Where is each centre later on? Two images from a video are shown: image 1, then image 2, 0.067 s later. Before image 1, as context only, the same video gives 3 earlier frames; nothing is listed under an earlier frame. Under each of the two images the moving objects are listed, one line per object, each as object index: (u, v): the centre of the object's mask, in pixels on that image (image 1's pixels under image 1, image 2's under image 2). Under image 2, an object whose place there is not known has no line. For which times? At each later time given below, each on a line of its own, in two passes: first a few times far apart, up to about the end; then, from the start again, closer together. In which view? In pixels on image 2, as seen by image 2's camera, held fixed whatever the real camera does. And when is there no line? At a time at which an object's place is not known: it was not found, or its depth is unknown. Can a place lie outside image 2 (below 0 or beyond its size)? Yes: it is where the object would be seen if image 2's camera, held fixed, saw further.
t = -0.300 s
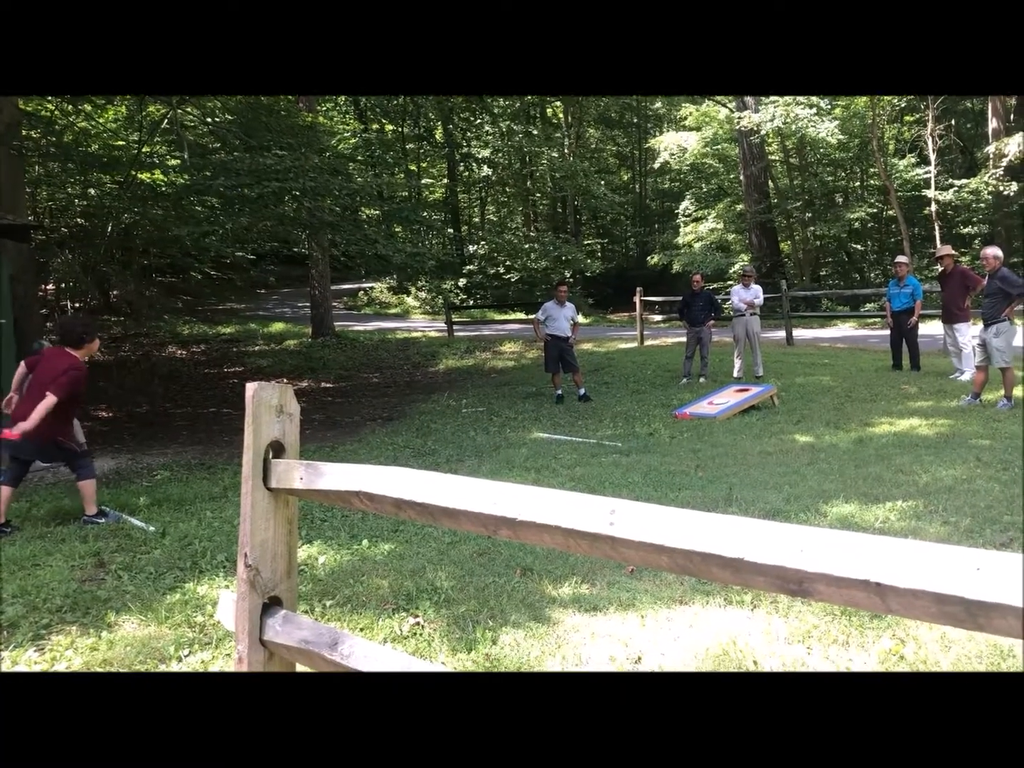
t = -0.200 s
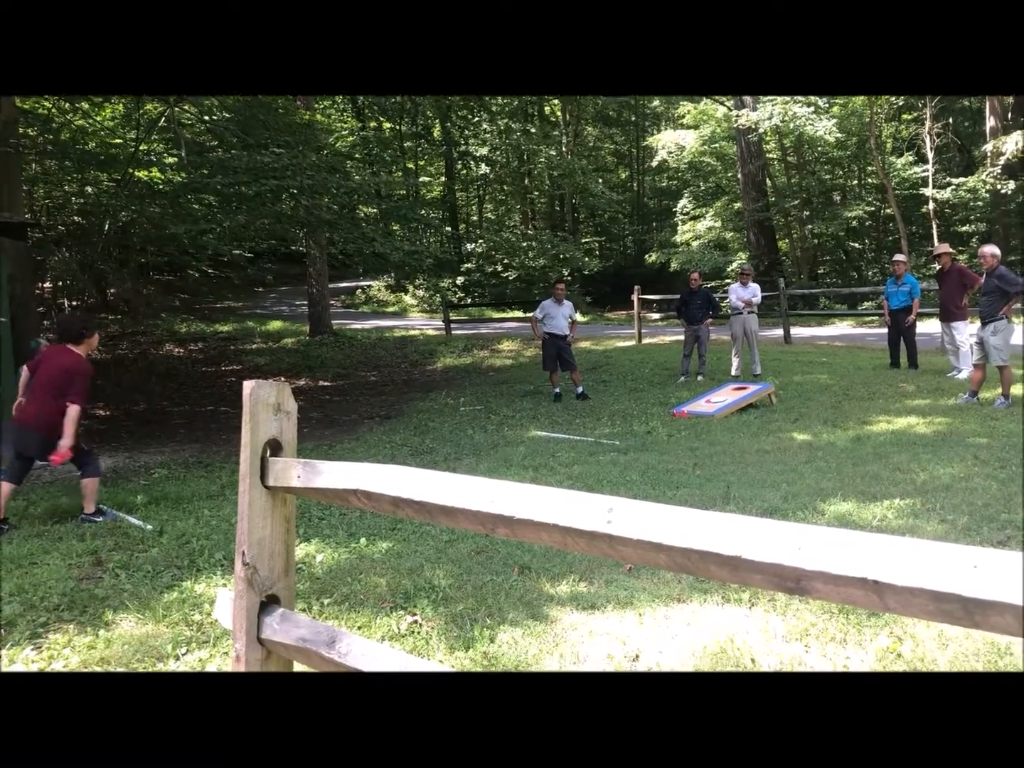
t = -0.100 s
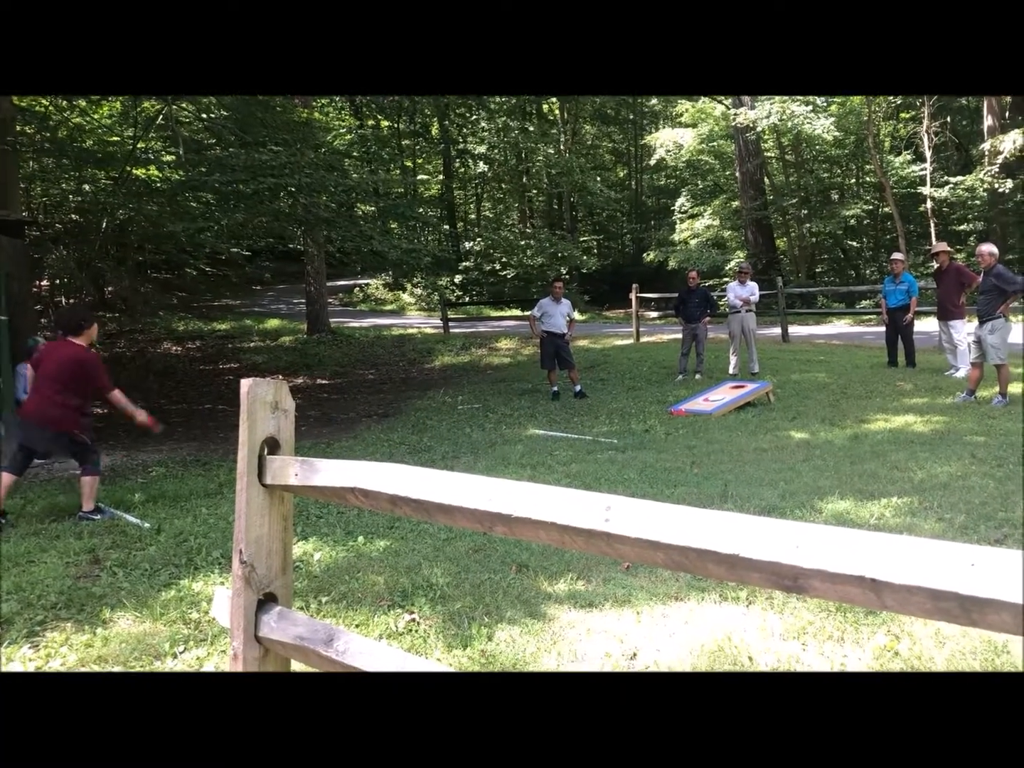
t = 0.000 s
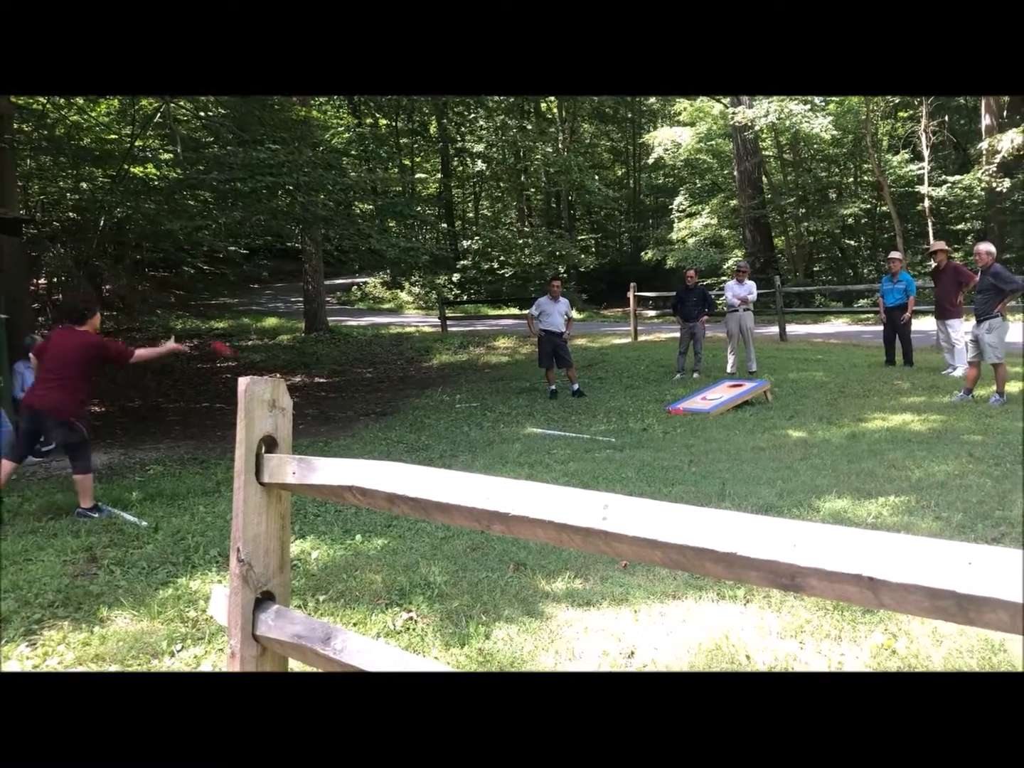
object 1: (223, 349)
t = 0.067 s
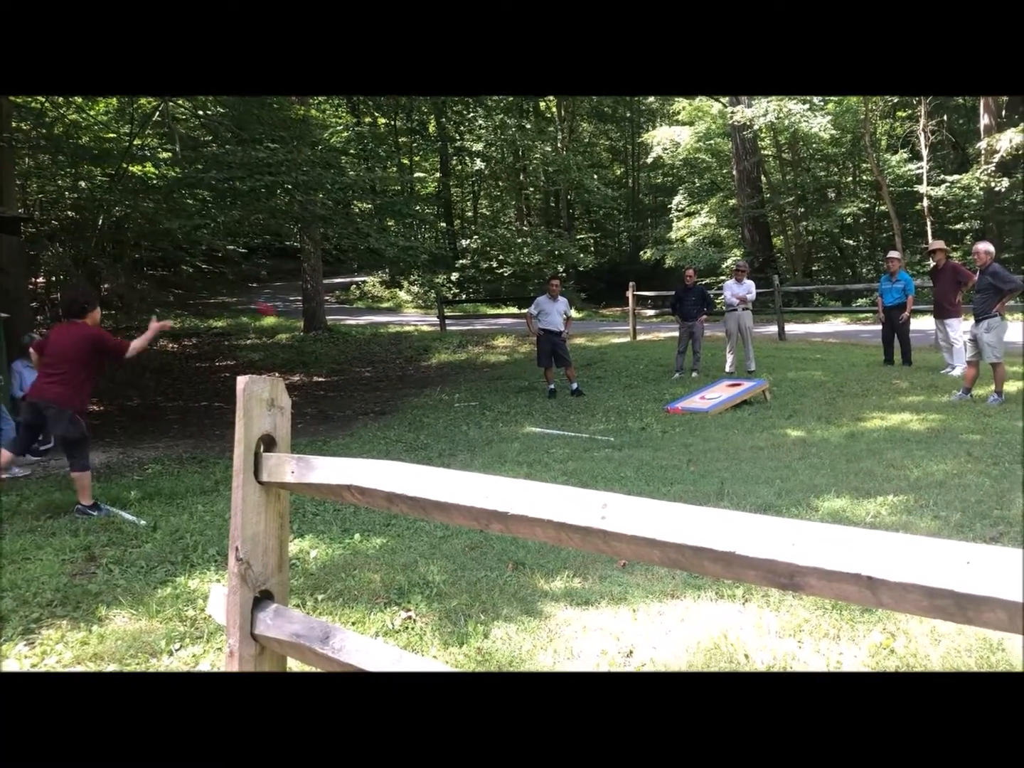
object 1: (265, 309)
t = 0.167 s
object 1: (328, 268)
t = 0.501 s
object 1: (497, 241)
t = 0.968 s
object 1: (660, 388)
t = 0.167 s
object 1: (328, 268)
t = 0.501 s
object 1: (497, 241)
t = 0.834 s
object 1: (620, 331)
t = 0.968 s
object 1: (660, 388)
